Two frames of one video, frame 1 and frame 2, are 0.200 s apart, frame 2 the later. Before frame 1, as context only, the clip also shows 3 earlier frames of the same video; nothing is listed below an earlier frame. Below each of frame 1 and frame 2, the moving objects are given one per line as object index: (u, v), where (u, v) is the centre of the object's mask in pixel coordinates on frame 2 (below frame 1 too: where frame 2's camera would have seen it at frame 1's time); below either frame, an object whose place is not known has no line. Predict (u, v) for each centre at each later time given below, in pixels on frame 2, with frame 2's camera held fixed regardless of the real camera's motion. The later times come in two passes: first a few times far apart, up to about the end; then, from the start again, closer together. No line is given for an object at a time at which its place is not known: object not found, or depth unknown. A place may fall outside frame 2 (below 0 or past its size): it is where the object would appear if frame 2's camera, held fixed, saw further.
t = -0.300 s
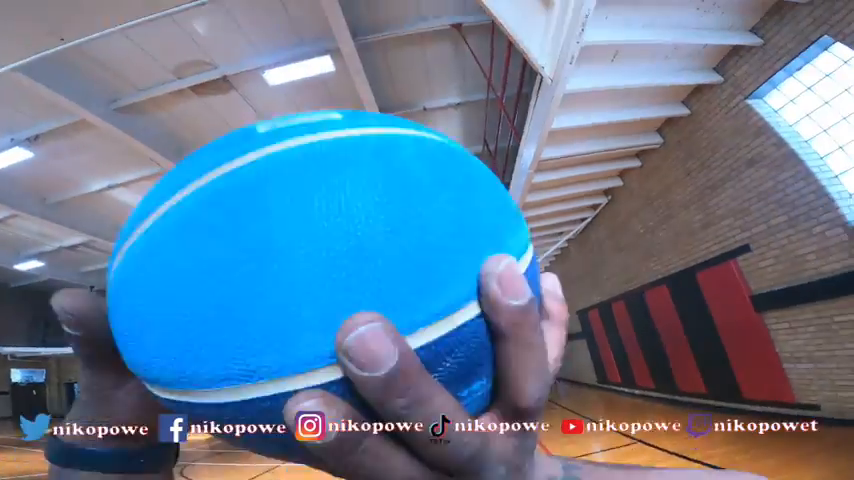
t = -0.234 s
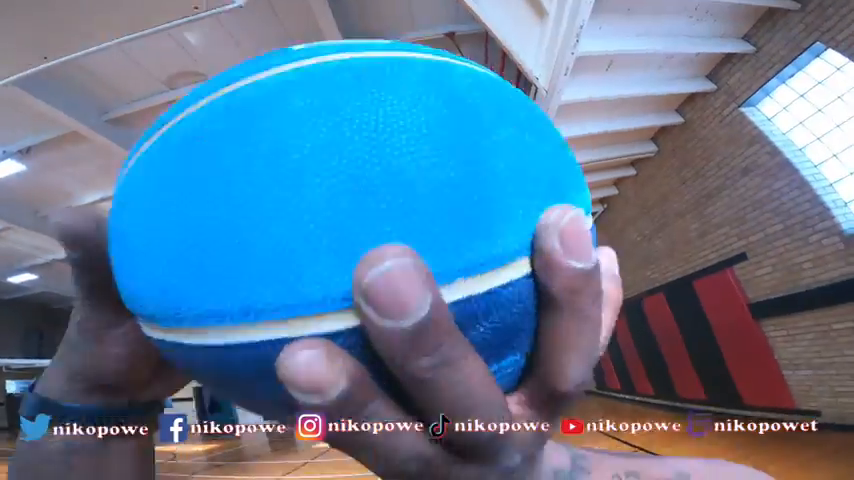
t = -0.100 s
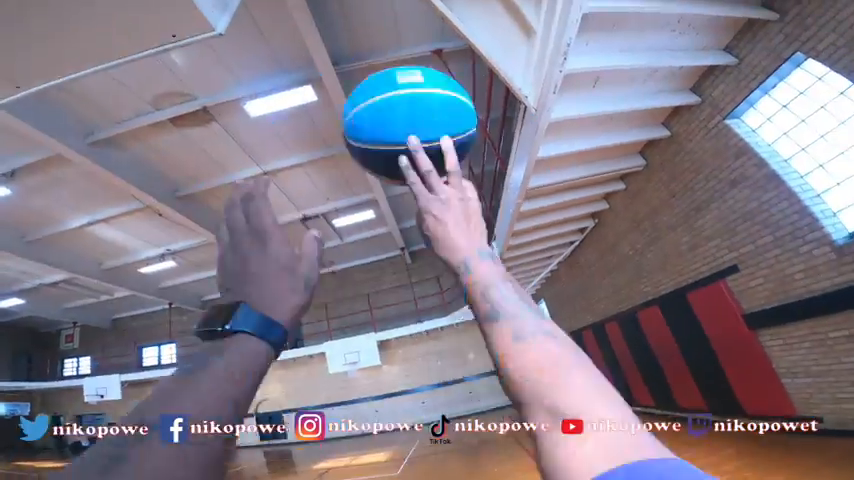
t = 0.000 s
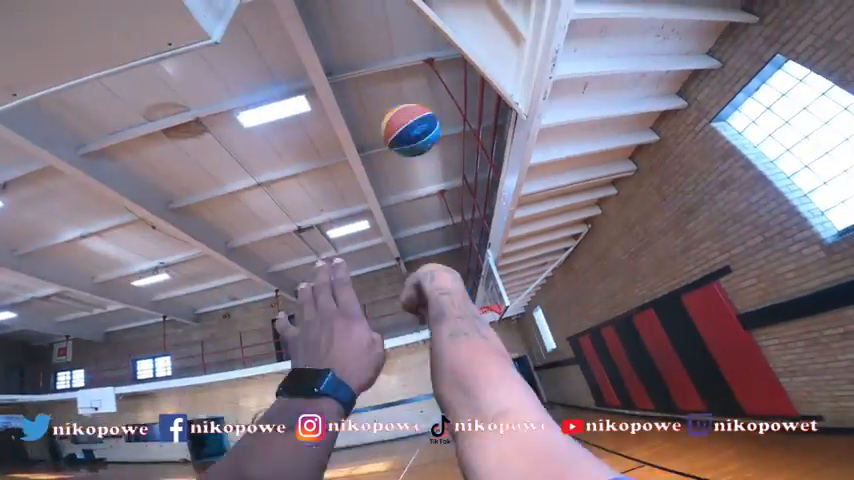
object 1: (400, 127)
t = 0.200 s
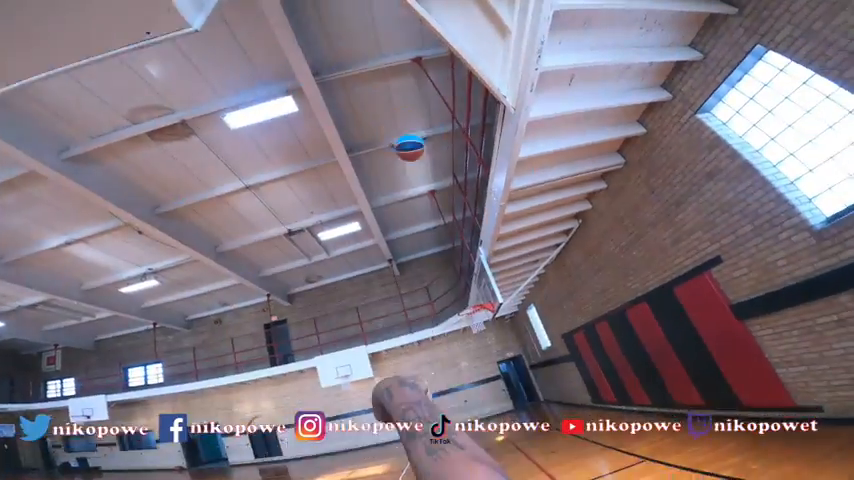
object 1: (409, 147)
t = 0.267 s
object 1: (415, 157)
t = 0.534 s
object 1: (434, 198)
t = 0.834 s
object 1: (459, 268)
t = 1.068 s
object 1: (475, 322)
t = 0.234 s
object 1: (412, 152)
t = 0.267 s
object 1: (415, 157)
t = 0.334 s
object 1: (419, 167)
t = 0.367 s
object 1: (422, 172)
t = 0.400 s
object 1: (424, 177)
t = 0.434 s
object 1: (426, 181)
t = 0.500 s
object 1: (432, 192)
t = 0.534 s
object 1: (434, 198)
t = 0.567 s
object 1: (436, 204)
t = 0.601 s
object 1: (440, 211)
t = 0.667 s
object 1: (446, 227)
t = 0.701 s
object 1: (446, 233)
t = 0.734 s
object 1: (449, 242)
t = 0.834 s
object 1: (459, 268)
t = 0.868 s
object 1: (463, 277)
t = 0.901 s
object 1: (465, 284)
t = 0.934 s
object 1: (468, 294)
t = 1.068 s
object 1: (475, 322)
